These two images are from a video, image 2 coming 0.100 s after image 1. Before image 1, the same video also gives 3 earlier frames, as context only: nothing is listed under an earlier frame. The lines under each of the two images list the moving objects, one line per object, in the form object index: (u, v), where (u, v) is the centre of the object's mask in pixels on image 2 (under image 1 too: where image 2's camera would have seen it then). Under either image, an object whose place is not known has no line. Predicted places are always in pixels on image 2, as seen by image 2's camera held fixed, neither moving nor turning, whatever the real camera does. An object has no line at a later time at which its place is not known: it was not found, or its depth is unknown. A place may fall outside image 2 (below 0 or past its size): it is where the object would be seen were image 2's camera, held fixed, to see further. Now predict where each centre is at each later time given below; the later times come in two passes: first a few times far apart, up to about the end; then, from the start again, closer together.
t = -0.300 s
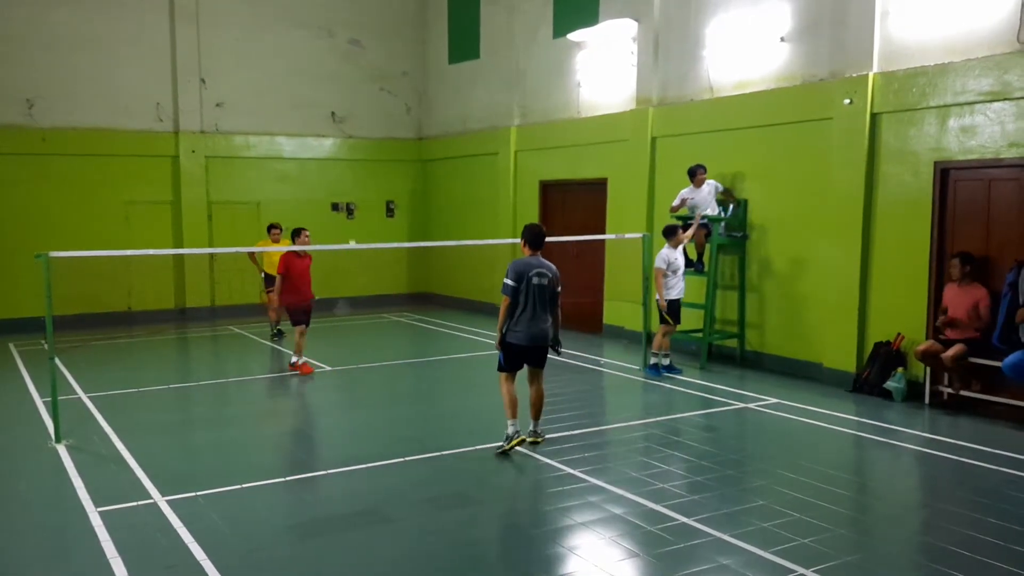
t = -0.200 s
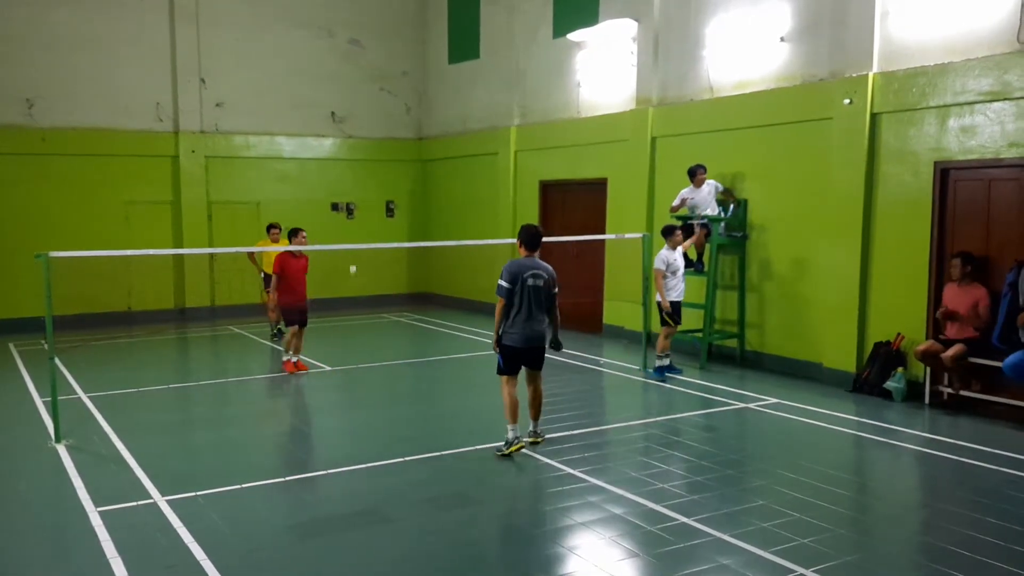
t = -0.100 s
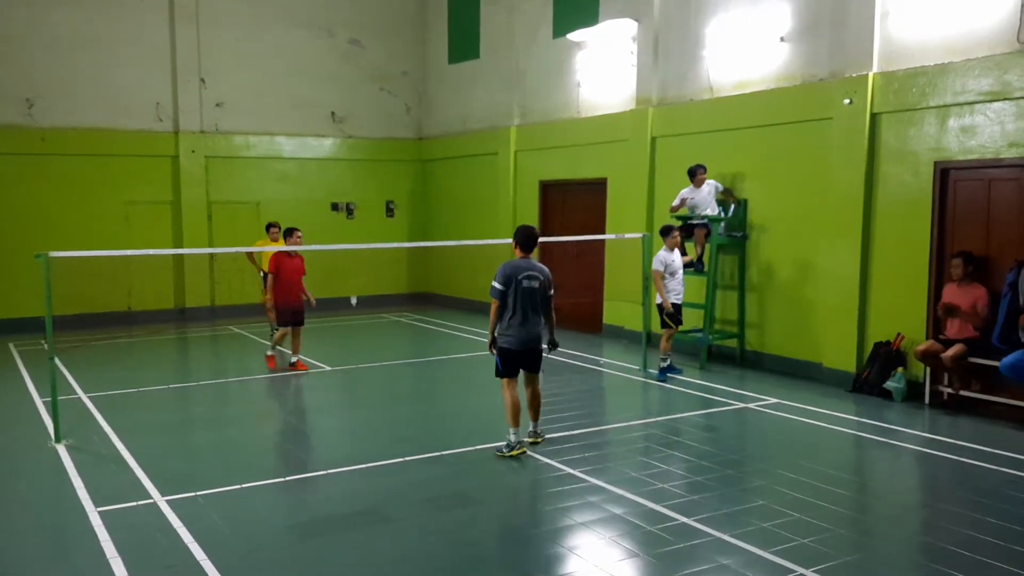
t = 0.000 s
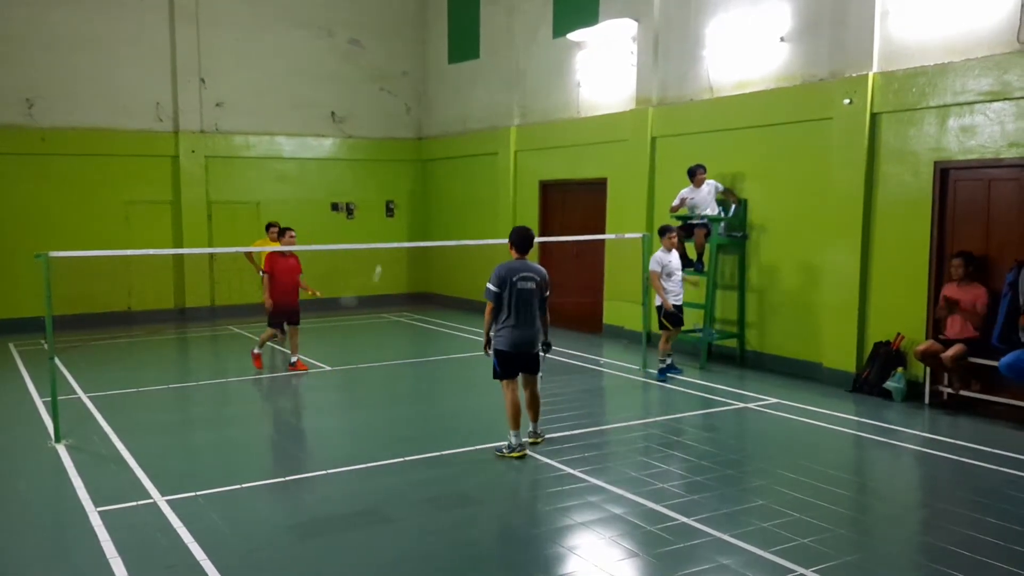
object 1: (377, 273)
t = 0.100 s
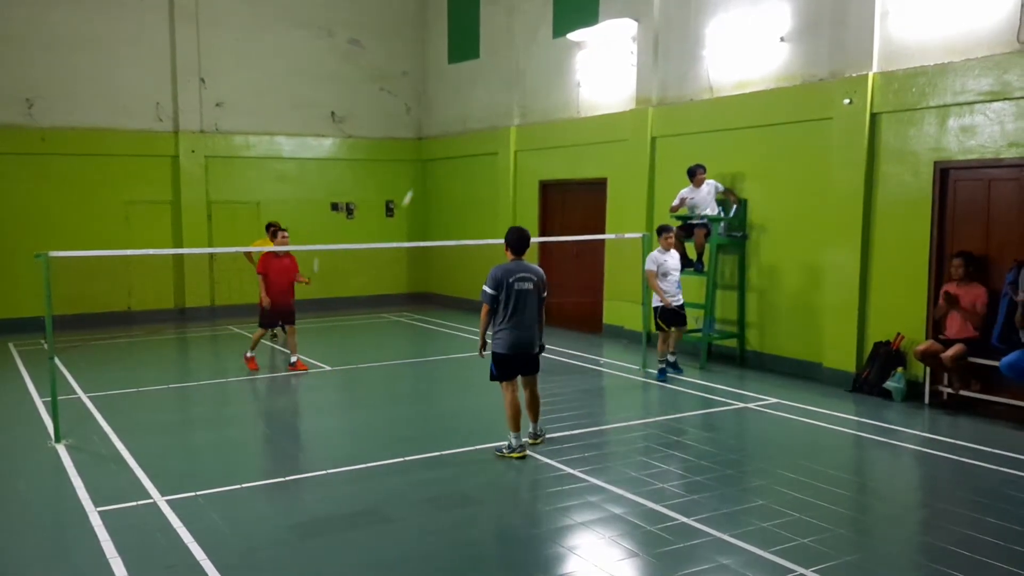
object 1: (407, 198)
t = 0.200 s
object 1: (437, 139)
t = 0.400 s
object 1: (493, 58)
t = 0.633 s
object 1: (556, 21)
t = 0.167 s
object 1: (428, 157)
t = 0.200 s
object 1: (437, 139)
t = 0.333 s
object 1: (475, 78)
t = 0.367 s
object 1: (484, 67)
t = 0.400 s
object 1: (493, 58)
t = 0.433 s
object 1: (502, 48)
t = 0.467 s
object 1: (511, 40)
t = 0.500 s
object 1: (520, 34)
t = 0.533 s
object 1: (529, 29)
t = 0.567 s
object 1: (538, 25)
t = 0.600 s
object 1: (546, 22)
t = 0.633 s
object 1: (556, 21)
